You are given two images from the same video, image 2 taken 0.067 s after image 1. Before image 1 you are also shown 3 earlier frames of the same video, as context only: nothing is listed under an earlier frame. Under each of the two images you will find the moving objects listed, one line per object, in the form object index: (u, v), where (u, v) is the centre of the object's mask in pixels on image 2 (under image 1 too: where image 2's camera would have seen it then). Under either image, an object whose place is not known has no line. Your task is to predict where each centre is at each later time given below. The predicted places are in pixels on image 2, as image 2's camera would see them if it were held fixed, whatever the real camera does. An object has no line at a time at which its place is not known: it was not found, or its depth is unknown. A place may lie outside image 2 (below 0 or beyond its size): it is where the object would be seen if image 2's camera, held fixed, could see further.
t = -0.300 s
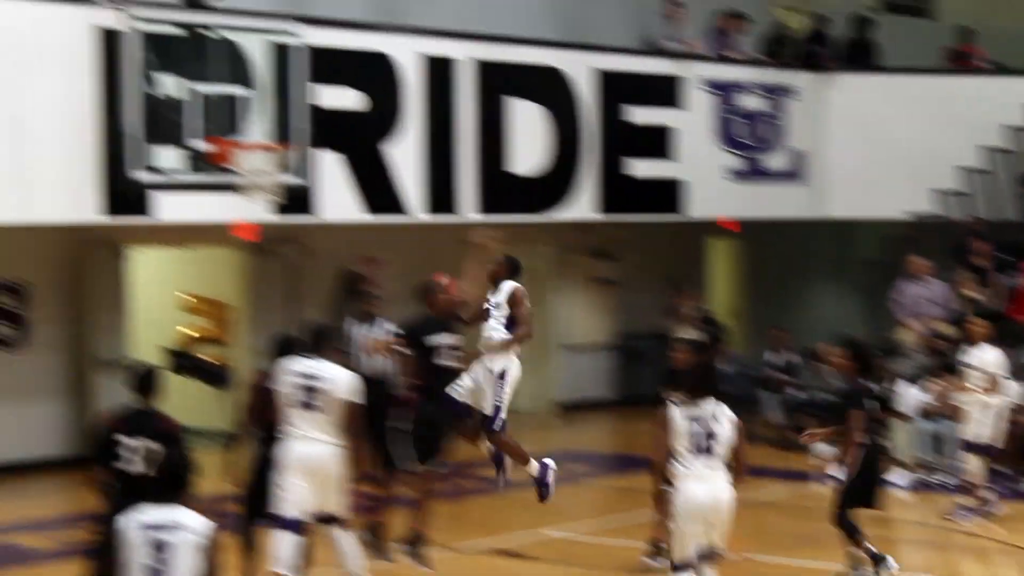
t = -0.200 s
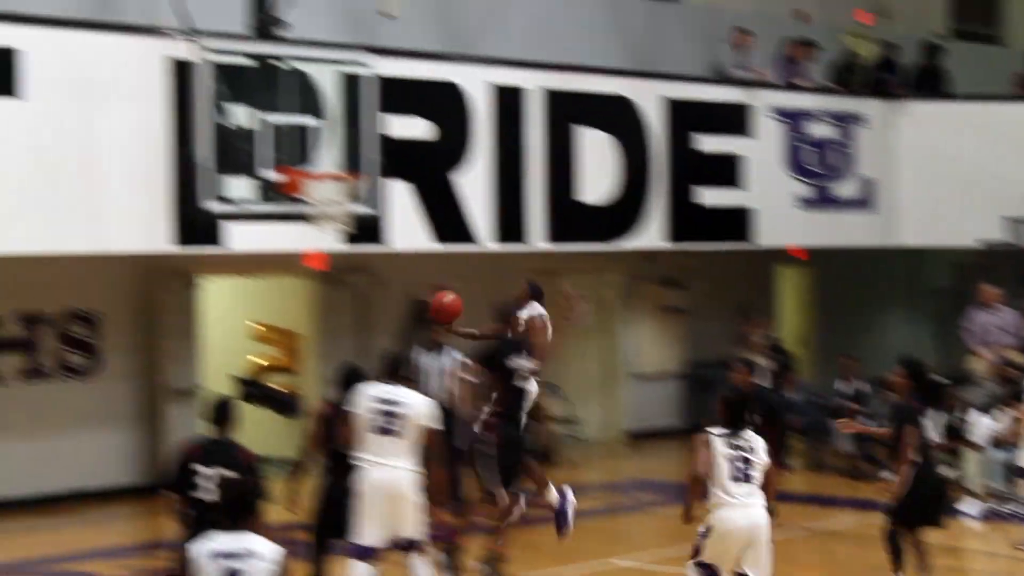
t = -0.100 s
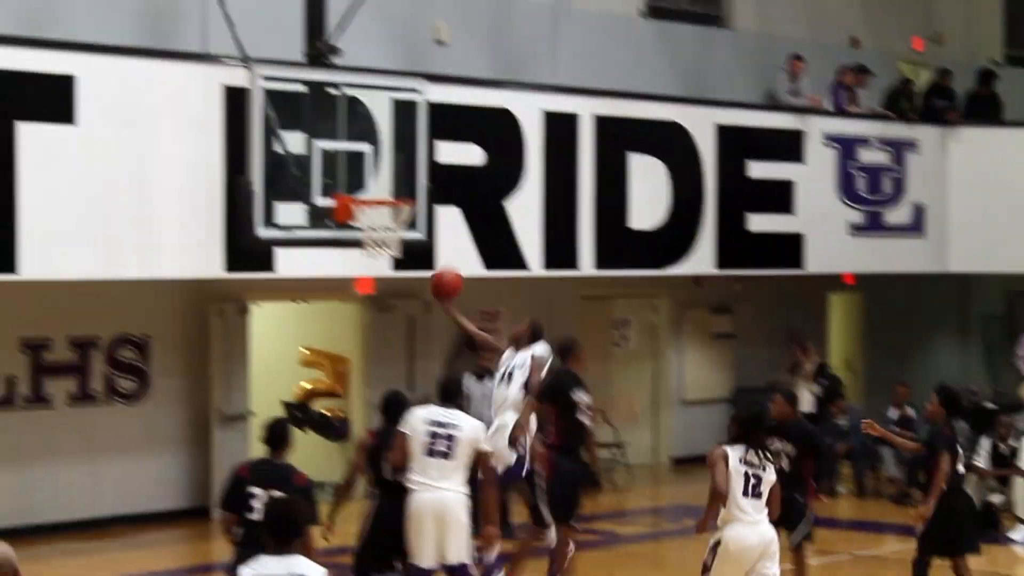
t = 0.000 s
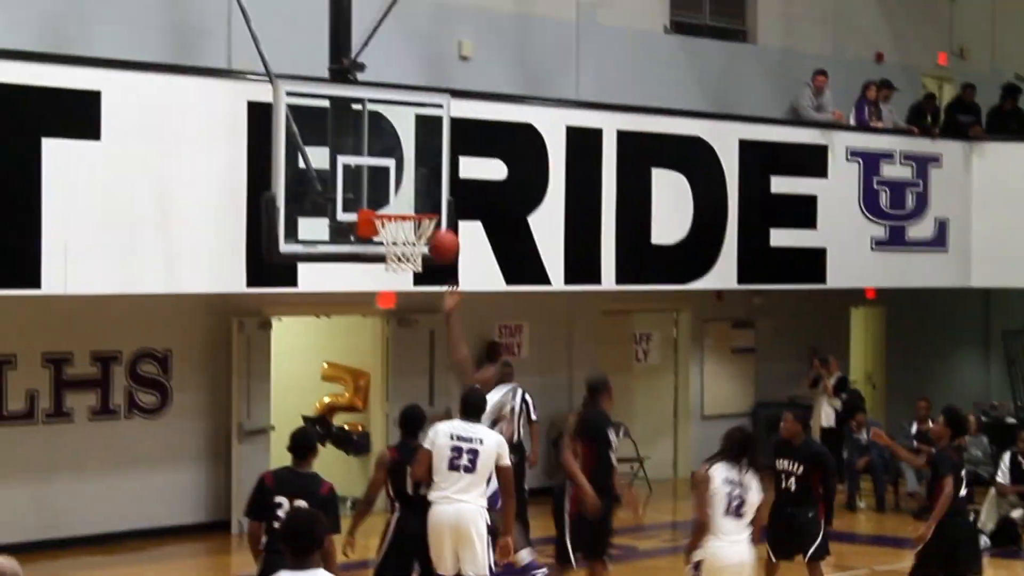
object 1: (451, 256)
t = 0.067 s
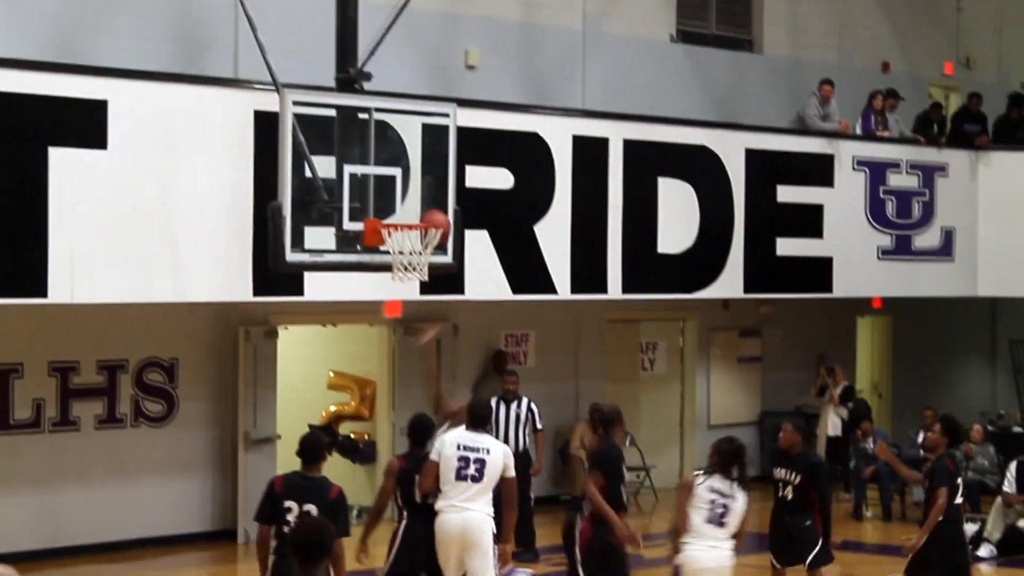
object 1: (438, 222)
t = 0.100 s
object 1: (429, 212)
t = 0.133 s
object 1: (421, 205)
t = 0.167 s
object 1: (416, 195)
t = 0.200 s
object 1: (417, 188)
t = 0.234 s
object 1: (418, 183)
